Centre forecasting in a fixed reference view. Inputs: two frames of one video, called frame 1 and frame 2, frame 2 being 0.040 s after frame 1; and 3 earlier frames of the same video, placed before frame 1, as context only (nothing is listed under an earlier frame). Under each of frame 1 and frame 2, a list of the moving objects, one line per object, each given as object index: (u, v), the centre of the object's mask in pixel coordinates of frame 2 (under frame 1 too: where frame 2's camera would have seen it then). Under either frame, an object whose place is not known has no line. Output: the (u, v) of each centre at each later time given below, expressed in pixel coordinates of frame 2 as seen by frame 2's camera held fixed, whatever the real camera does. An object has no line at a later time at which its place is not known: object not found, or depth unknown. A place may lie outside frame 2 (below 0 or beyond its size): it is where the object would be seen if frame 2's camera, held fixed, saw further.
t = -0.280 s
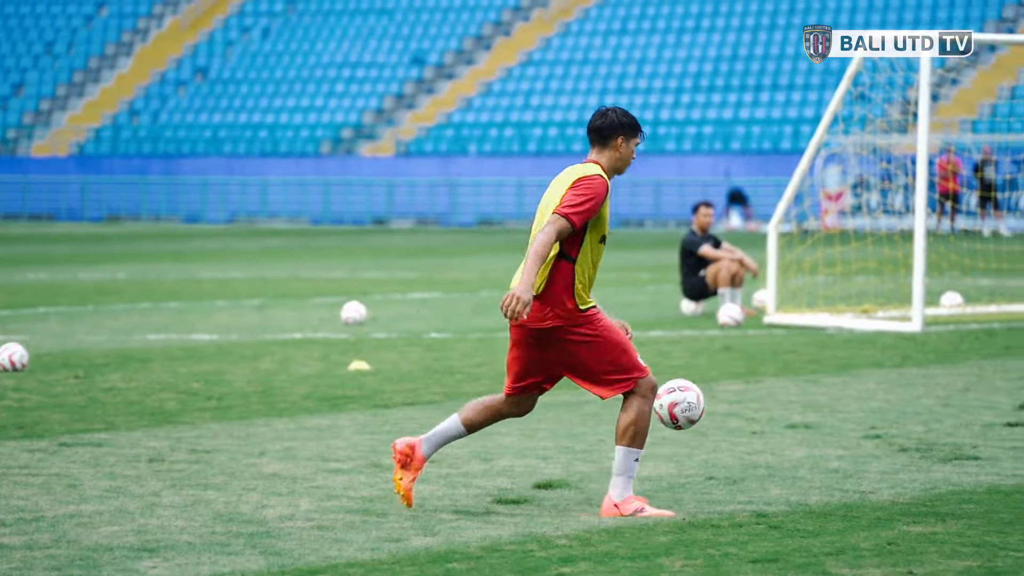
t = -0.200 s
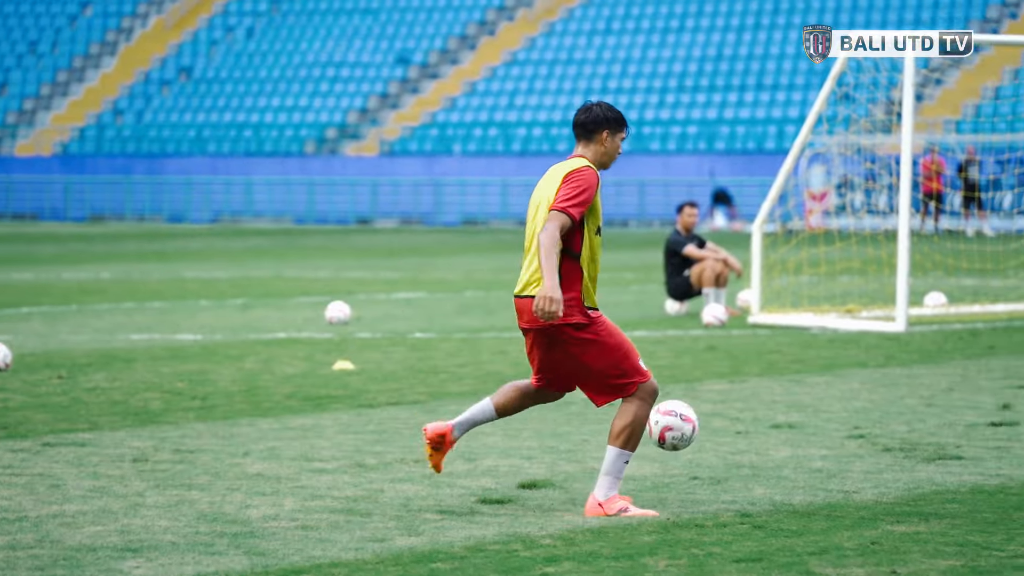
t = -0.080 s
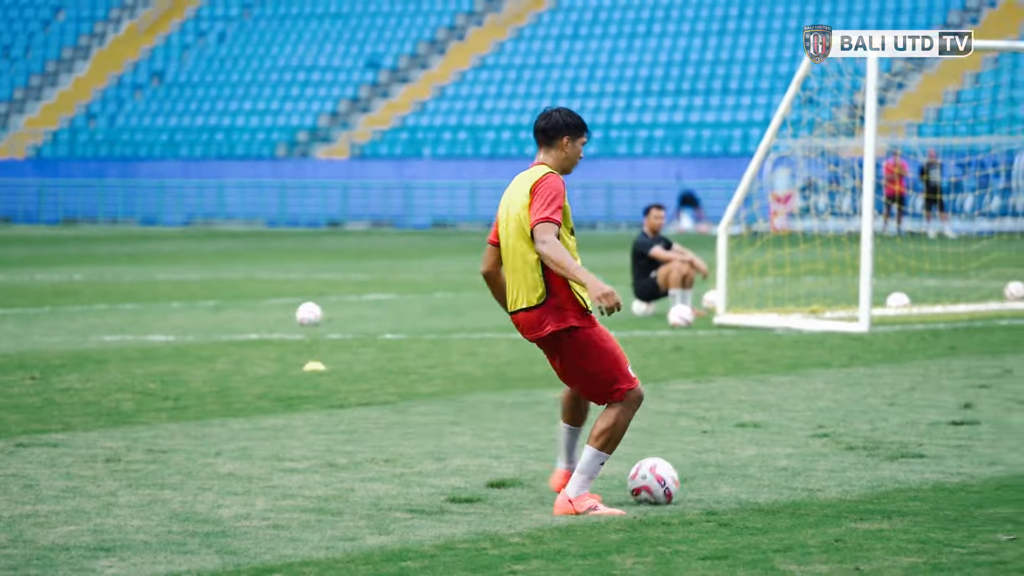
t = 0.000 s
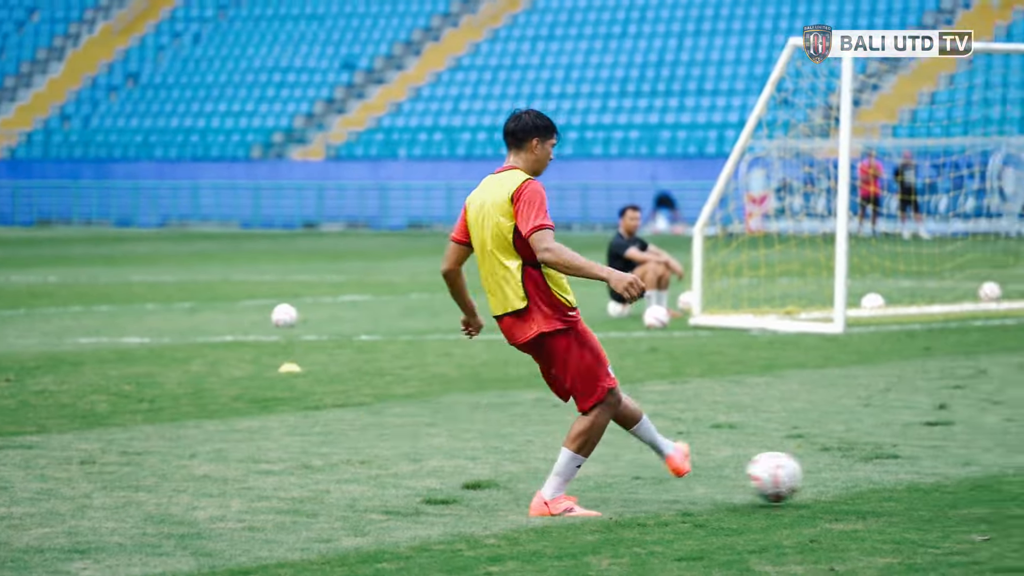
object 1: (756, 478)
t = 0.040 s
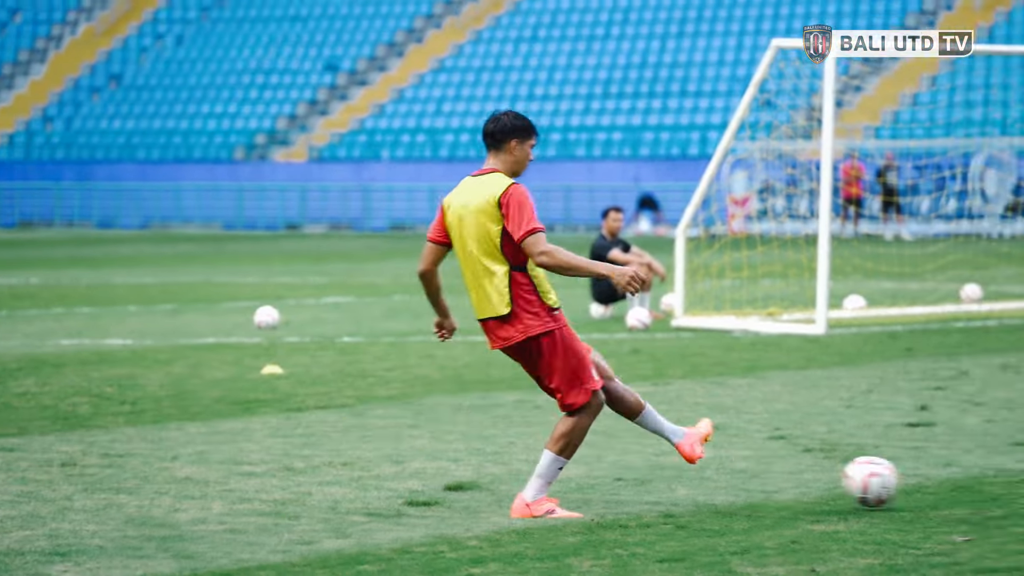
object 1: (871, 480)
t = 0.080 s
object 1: (991, 486)
